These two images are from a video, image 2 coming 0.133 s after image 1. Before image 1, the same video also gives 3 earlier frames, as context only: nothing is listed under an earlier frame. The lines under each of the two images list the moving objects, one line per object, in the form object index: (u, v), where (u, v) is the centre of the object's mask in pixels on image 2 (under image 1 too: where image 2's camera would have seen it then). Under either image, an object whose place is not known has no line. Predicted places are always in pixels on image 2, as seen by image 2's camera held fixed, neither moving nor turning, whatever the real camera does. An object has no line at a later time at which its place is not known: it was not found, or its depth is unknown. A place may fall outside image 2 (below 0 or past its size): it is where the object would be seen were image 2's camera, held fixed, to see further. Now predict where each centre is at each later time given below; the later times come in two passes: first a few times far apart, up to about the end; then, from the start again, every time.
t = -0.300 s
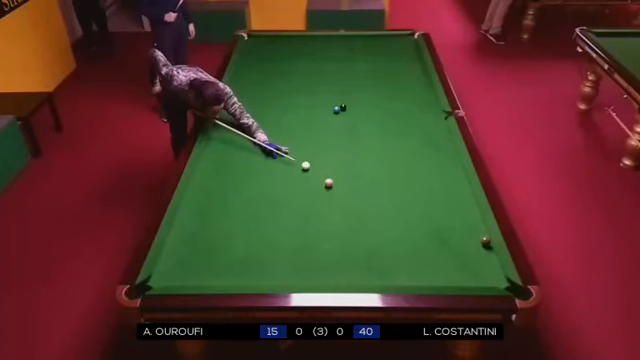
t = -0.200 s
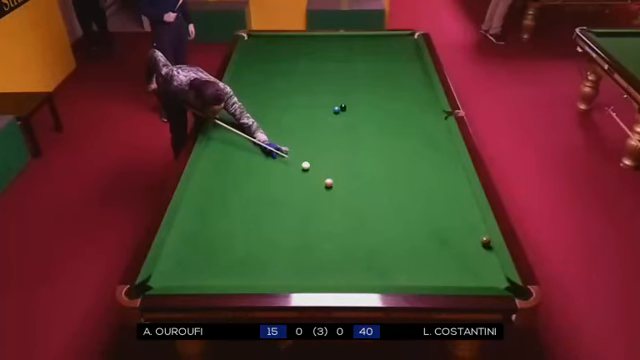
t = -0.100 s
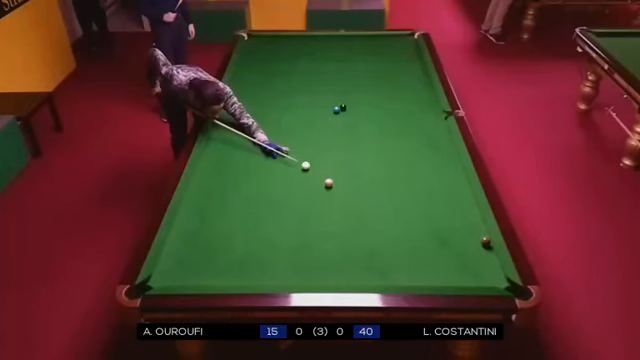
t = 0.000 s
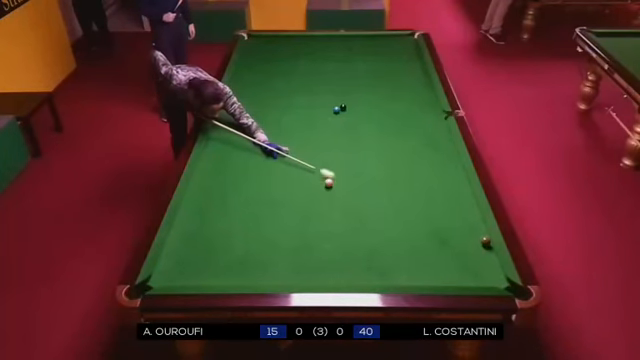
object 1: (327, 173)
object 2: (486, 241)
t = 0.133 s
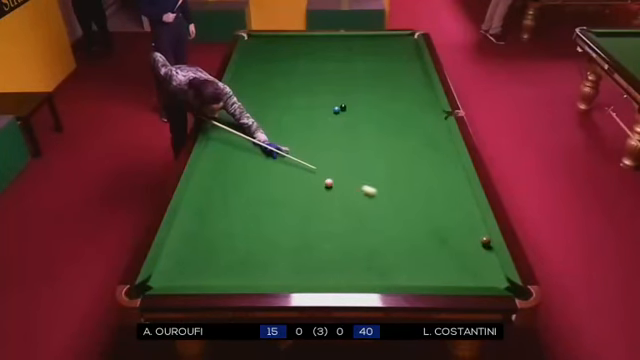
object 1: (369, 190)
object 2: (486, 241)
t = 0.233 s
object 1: (399, 201)
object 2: (486, 241)
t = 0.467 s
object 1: (473, 230)
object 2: (485, 241)
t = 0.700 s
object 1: (440, 231)
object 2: (495, 264)
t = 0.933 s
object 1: (401, 231)
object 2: (502, 285)
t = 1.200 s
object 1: (359, 232)
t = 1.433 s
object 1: (323, 233)
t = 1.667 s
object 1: (289, 234)
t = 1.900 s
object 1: (255, 235)
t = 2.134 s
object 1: (222, 236)
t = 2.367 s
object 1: (190, 238)
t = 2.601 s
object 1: (179, 238)
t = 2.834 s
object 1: (199, 239)
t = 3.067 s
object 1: (218, 239)
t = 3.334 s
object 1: (238, 240)
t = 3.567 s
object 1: (254, 240)
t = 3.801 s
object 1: (269, 241)
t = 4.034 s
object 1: (284, 242)
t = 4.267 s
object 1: (296, 243)
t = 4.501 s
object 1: (309, 244)
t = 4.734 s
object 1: (320, 245)
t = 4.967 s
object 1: (330, 246)
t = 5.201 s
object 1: (339, 247)
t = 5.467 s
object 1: (348, 248)
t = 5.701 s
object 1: (355, 249)
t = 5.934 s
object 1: (361, 250)
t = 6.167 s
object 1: (366, 251)
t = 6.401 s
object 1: (369, 251)
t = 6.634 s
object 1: (372, 252)
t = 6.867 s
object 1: (373, 253)
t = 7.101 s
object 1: (374, 253)
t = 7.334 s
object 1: (374, 253)
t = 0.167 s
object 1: (379, 194)
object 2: (486, 241)
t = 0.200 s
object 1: (389, 198)
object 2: (486, 241)
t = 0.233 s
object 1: (399, 201)
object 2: (486, 241)
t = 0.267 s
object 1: (408, 205)
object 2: (486, 241)
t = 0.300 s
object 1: (419, 209)
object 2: (486, 241)
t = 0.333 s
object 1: (429, 214)
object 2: (486, 241)
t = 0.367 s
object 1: (440, 218)
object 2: (486, 241)
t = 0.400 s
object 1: (451, 222)
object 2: (486, 241)
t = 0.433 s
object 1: (462, 226)
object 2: (486, 241)
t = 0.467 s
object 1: (473, 230)
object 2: (485, 241)
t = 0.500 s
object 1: (482, 233)
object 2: (487, 243)
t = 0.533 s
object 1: (475, 233)
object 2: (488, 245)
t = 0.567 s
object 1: (467, 232)
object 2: (490, 251)
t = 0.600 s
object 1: (459, 231)
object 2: (492, 255)
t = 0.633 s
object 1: (453, 231)
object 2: (493, 258)
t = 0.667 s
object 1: (446, 231)
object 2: (494, 261)
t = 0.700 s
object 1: (440, 231)
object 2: (495, 264)
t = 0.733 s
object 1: (434, 231)
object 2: (496, 268)
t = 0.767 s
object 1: (429, 231)
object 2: (497, 271)
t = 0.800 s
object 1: (423, 231)
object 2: (498, 274)
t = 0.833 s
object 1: (418, 231)
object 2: (499, 277)
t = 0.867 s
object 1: (412, 231)
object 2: (500, 280)
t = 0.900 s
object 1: (407, 231)
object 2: (501, 284)
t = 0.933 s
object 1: (401, 231)
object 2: (502, 285)
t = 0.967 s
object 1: (396, 231)
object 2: (506, 284)
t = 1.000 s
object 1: (390, 231)
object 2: (508, 284)
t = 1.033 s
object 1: (385, 231)
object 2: (510, 285)
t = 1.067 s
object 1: (380, 232)
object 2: (510, 288)
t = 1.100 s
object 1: (375, 232)
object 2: (512, 292)
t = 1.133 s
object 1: (369, 232)
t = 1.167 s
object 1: (364, 232)
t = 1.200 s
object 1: (359, 232)
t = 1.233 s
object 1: (354, 232)
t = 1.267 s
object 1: (349, 232)
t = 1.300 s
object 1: (343, 232)
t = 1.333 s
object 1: (339, 232)
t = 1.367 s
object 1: (333, 232)
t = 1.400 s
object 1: (328, 233)
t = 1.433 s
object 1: (323, 233)
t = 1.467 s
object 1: (318, 233)
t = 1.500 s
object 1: (313, 233)
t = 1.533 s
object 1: (308, 234)
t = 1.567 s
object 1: (303, 234)
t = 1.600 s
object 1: (298, 234)
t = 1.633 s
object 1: (294, 234)
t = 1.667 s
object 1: (289, 234)
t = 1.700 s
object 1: (284, 234)
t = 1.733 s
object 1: (279, 234)
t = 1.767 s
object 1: (274, 234)
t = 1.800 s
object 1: (269, 234)
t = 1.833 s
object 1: (265, 235)
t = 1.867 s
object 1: (260, 235)
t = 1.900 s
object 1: (255, 235)
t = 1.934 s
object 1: (250, 235)
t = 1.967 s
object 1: (246, 235)
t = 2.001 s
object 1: (241, 235)
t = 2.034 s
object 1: (236, 235)
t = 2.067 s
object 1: (232, 236)
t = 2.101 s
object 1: (227, 236)
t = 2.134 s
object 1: (222, 236)
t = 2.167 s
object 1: (218, 236)
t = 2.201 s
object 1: (213, 236)
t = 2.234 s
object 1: (208, 237)
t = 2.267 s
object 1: (204, 237)
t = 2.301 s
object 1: (199, 237)
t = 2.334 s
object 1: (194, 237)
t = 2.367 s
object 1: (190, 238)
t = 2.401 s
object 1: (185, 238)
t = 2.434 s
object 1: (181, 238)
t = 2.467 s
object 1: (176, 238)
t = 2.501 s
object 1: (172, 238)
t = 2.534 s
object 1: (173, 238)
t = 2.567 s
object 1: (176, 239)
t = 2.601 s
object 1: (179, 238)
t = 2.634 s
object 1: (182, 239)
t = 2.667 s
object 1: (185, 239)
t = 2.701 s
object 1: (188, 239)
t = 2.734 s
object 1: (191, 239)
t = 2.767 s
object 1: (194, 239)
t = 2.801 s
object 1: (196, 239)
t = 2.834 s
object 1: (199, 239)
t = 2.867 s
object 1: (202, 239)
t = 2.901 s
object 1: (205, 239)
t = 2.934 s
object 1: (207, 239)
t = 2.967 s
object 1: (210, 239)
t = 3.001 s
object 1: (212, 239)
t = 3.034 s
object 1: (215, 239)
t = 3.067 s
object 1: (218, 239)
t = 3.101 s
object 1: (220, 240)
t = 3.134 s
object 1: (223, 239)
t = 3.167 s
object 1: (225, 239)
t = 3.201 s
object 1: (228, 239)
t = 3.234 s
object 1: (230, 240)
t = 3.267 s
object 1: (233, 240)
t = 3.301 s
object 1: (235, 240)
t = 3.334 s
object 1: (238, 240)
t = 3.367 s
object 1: (240, 240)
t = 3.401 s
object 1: (242, 240)
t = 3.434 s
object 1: (245, 240)
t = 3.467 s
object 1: (247, 240)
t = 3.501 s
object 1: (249, 240)
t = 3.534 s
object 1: (252, 240)
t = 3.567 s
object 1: (254, 240)
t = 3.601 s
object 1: (256, 241)
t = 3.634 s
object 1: (259, 240)
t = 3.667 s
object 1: (261, 241)
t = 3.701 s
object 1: (263, 241)
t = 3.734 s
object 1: (265, 241)
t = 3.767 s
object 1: (267, 241)
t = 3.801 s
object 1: (269, 241)
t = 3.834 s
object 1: (271, 241)
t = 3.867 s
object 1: (274, 241)
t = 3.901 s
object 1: (276, 242)
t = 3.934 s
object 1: (278, 242)
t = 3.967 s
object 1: (280, 242)
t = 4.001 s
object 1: (282, 242)
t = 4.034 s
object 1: (284, 242)
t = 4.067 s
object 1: (285, 242)
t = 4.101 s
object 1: (287, 242)
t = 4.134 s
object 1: (289, 242)
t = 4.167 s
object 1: (291, 243)
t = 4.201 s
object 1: (293, 243)
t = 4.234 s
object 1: (295, 243)
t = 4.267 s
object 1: (296, 243)
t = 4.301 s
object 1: (298, 243)
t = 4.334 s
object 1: (300, 243)
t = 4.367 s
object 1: (302, 244)
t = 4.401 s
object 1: (304, 243)
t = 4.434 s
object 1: (305, 243)
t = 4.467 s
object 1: (307, 244)
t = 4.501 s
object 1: (309, 244)
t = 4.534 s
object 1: (310, 244)
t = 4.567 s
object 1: (312, 244)
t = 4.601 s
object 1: (314, 244)
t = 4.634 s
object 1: (315, 244)
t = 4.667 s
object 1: (317, 245)
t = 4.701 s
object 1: (318, 245)
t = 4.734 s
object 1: (320, 245)
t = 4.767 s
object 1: (321, 245)
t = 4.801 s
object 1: (323, 245)
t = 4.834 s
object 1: (324, 245)
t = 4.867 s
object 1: (326, 245)
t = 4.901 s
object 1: (327, 245)
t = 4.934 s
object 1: (329, 245)
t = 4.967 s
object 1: (330, 246)
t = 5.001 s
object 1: (331, 246)
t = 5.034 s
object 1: (333, 246)
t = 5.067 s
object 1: (334, 246)
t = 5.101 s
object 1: (335, 246)
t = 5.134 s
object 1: (337, 246)
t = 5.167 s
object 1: (338, 246)
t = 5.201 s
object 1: (339, 247)
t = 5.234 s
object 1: (340, 247)
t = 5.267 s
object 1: (341, 247)
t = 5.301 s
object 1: (343, 247)
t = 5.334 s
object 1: (344, 247)
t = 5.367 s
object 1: (345, 247)
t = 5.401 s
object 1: (346, 247)
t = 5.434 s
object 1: (347, 247)
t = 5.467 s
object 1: (348, 248)
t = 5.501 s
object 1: (349, 248)
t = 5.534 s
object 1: (350, 248)
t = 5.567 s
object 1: (351, 248)
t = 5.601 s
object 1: (352, 248)
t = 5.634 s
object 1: (353, 248)
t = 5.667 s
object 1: (354, 249)
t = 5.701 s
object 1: (355, 249)
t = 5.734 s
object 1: (356, 249)
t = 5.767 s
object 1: (357, 249)
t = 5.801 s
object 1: (358, 249)
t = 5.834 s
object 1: (359, 249)
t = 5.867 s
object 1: (359, 249)
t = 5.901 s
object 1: (360, 249)
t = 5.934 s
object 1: (361, 250)
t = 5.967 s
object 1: (362, 250)
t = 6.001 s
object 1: (363, 250)
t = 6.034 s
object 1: (363, 250)
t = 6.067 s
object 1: (364, 250)
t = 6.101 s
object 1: (365, 250)
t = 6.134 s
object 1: (365, 251)
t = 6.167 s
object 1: (366, 251)
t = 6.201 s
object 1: (366, 251)
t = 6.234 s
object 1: (367, 251)
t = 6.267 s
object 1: (368, 251)
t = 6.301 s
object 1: (368, 251)
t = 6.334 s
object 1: (368, 251)
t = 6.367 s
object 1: (369, 251)
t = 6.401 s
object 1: (369, 251)
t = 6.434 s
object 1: (370, 251)
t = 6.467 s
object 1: (370, 252)
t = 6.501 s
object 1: (371, 252)
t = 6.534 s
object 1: (371, 252)
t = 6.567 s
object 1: (371, 252)
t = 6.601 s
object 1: (372, 252)
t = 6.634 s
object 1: (372, 252)
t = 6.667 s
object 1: (372, 252)
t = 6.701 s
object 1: (373, 252)
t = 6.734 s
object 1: (373, 252)
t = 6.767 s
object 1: (373, 253)
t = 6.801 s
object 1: (373, 252)
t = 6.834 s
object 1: (373, 252)
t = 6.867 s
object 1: (373, 253)
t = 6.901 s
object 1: (374, 253)
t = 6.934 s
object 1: (374, 253)
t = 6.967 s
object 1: (374, 253)
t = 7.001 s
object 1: (374, 253)
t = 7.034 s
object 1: (374, 253)
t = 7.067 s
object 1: (374, 253)
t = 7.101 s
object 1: (374, 253)
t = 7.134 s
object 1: (374, 253)
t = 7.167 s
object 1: (374, 253)
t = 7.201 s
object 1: (374, 253)
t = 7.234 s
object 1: (374, 253)
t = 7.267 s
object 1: (374, 253)
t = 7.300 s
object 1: (374, 253)
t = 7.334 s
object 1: (374, 253)
